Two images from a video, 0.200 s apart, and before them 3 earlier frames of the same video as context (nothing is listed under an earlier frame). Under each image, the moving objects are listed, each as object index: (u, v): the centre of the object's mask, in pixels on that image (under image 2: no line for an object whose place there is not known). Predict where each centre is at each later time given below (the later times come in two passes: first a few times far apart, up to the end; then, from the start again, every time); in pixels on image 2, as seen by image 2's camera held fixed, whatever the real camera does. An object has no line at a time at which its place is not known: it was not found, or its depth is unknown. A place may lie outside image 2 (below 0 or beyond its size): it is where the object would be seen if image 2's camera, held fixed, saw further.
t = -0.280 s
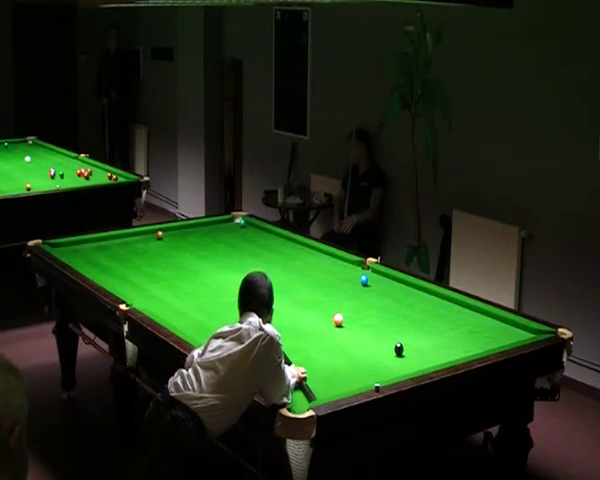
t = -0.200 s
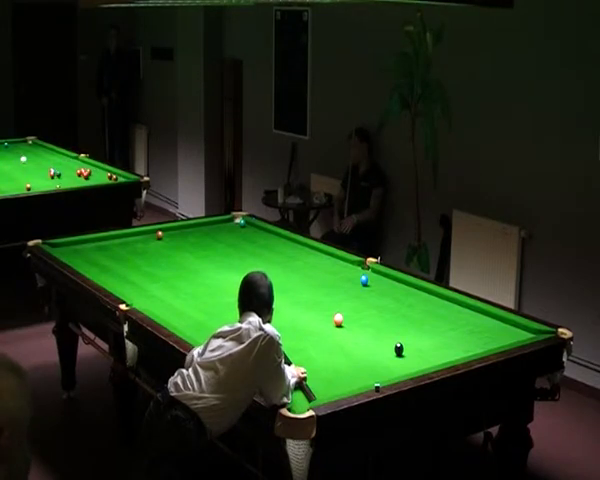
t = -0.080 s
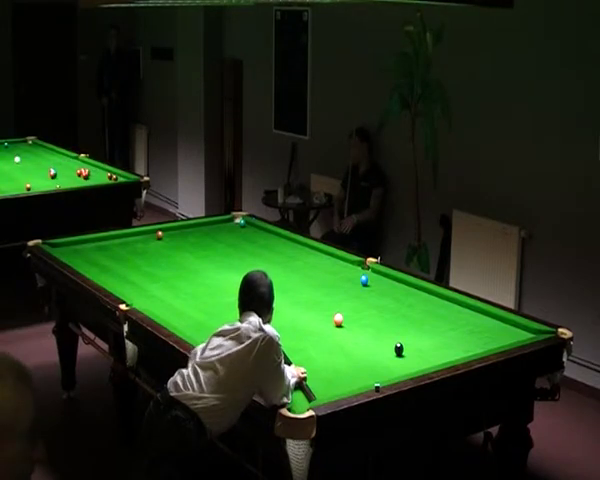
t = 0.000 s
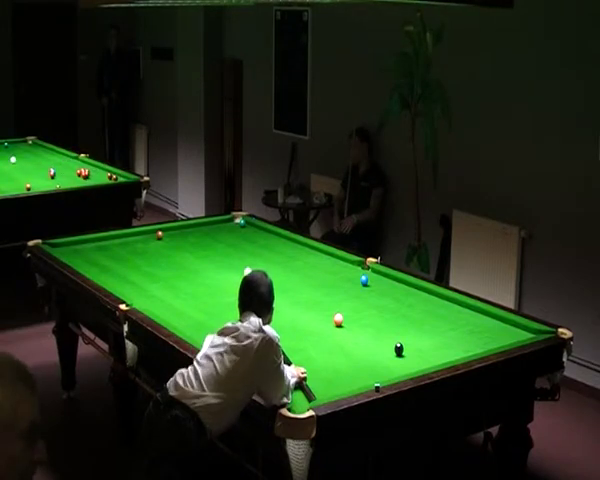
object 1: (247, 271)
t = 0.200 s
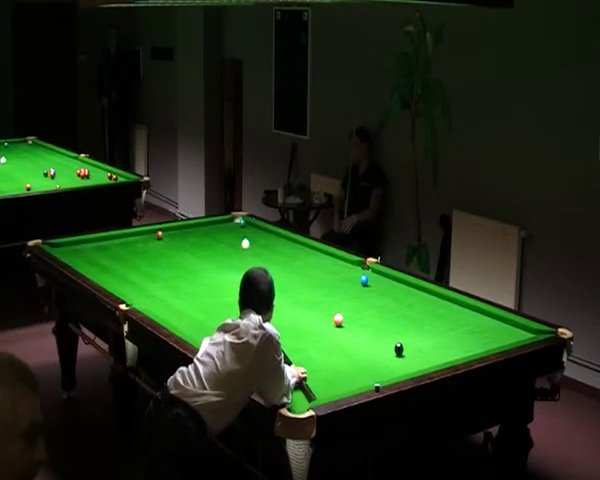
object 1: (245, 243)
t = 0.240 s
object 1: (244, 238)
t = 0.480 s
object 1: (249, 223)
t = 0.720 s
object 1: (240, 225)
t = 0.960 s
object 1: (231, 228)
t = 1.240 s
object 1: (221, 230)
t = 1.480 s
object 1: (213, 232)
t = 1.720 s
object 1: (206, 235)
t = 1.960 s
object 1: (198, 237)
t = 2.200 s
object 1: (191, 238)
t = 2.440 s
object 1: (185, 240)
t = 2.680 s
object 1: (179, 242)
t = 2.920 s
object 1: (173, 243)
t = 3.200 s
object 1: (168, 245)
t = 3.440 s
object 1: (163, 246)
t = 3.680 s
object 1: (160, 247)
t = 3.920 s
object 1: (156, 248)
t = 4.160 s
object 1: (153, 248)
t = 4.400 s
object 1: (151, 249)
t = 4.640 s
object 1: (149, 250)
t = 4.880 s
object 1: (148, 250)
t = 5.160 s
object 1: (147, 250)
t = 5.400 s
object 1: (147, 250)
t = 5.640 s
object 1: (147, 250)
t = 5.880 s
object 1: (147, 250)
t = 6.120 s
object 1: (147, 250)
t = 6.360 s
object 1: (147, 250)
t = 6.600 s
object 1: (147, 250)
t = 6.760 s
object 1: (147, 250)
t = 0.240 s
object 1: (244, 238)
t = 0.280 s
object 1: (244, 234)
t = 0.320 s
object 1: (244, 230)
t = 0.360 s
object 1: (243, 225)
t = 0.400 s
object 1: (245, 223)
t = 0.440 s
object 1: (248, 223)
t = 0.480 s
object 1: (249, 223)
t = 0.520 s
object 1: (248, 224)
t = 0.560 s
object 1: (246, 224)
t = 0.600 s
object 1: (244, 224)
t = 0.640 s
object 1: (243, 225)
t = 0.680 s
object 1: (241, 225)
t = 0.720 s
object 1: (240, 225)
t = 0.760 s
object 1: (239, 226)
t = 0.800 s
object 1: (237, 226)
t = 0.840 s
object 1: (236, 227)
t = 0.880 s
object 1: (234, 227)
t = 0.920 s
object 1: (233, 228)
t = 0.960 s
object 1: (231, 228)
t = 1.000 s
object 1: (230, 228)
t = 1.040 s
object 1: (229, 229)
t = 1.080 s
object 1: (227, 229)
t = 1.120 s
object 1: (226, 229)
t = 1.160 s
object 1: (224, 230)
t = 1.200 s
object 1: (223, 230)
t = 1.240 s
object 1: (221, 230)
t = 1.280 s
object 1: (220, 231)
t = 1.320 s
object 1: (219, 231)
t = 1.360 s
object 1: (217, 232)
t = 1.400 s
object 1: (216, 232)
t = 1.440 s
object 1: (215, 232)
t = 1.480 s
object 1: (213, 232)
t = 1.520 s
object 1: (212, 233)
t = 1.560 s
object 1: (211, 233)
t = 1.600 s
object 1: (209, 234)
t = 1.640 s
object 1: (208, 234)
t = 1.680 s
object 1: (207, 234)
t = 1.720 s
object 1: (206, 235)
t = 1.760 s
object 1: (204, 235)
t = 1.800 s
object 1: (203, 235)
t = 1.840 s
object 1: (202, 235)
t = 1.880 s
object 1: (201, 236)
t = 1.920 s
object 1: (199, 236)
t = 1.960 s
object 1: (198, 237)
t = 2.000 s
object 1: (197, 237)
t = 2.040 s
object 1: (196, 237)
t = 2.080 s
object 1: (195, 238)
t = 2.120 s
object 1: (193, 238)
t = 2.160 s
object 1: (193, 238)
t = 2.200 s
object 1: (191, 238)
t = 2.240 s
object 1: (190, 239)
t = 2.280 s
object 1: (189, 239)
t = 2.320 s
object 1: (188, 239)
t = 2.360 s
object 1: (187, 239)
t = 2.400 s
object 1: (186, 240)
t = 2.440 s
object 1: (185, 240)
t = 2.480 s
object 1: (184, 240)
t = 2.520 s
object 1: (183, 241)
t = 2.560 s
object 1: (182, 241)
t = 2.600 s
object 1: (181, 241)
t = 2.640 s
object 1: (180, 241)
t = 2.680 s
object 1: (179, 242)
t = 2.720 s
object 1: (178, 242)
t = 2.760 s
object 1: (177, 242)
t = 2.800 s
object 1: (176, 243)
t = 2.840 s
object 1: (175, 243)
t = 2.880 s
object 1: (174, 243)
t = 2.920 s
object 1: (173, 243)
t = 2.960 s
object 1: (172, 243)
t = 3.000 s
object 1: (172, 243)
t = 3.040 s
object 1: (171, 244)
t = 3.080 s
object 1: (170, 244)
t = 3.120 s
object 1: (169, 244)
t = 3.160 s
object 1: (168, 245)
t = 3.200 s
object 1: (168, 245)
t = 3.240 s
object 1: (167, 245)
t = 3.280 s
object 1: (166, 245)
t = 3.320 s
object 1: (166, 245)
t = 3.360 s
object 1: (164, 246)
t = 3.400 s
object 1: (164, 246)
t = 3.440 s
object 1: (163, 246)
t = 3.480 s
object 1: (163, 246)
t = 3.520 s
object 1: (162, 246)
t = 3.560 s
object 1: (161, 247)
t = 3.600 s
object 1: (161, 247)
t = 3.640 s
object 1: (160, 247)
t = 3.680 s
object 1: (160, 247)
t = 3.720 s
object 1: (159, 247)
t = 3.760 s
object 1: (158, 247)
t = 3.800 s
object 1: (158, 247)
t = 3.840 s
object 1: (157, 247)
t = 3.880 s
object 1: (157, 247)
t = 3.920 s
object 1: (156, 248)
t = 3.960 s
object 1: (156, 248)
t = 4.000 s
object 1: (155, 248)
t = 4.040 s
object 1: (155, 248)
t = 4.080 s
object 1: (154, 248)
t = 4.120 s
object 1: (154, 248)
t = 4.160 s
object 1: (153, 248)
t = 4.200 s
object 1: (153, 249)
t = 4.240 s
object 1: (153, 249)
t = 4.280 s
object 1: (152, 249)
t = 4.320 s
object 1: (152, 249)
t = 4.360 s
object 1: (151, 249)
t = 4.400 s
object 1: (151, 249)
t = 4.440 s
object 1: (151, 249)
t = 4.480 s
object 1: (151, 249)
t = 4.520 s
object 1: (150, 249)
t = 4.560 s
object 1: (150, 249)
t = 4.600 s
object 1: (150, 249)
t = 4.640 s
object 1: (149, 250)
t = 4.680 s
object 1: (149, 250)
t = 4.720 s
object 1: (149, 249)
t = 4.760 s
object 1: (149, 249)
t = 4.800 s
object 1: (148, 249)
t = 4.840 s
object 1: (148, 250)
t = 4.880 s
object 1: (148, 250)
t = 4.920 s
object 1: (148, 250)
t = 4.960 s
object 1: (148, 250)
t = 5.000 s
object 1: (148, 250)
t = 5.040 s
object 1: (148, 250)
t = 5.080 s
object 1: (148, 250)
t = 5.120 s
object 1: (148, 250)
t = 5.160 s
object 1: (147, 250)
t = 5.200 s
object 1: (147, 250)
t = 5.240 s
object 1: (147, 250)
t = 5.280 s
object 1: (147, 250)
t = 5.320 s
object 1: (148, 250)
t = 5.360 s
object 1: (147, 250)
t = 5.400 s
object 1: (147, 250)
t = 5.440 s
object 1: (147, 250)
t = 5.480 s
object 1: (147, 250)
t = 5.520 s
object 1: (147, 250)
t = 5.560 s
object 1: (147, 250)
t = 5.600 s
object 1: (147, 250)
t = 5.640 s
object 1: (147, 250)
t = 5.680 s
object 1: (147, 250)
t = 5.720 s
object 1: (147, 250)
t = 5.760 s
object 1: (147, 250)
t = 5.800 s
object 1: (147, 250)
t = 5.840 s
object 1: (147, 250)
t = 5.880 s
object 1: (147, 250)
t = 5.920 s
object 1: (147, 250)
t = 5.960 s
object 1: (147, 250)
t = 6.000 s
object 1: (147, 250)
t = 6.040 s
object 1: (147, 250)
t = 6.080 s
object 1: (147, 250)
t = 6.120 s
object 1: (147, 250)
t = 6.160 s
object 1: (147, 250)
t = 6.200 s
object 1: (147, 250)
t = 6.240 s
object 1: (147, 250)
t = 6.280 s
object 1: (147, 250)
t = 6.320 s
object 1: (147, 250)
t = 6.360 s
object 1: (147, 250)
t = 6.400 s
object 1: (147, 250)
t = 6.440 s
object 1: (147, 250)
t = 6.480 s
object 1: (147, 250)
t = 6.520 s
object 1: (147, 250)
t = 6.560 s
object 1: (147, 250)
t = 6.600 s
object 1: (147, 250)
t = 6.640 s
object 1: (147, 250)
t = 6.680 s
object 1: (147, 250)
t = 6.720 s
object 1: (147, 250)
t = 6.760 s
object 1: (147, 250)
